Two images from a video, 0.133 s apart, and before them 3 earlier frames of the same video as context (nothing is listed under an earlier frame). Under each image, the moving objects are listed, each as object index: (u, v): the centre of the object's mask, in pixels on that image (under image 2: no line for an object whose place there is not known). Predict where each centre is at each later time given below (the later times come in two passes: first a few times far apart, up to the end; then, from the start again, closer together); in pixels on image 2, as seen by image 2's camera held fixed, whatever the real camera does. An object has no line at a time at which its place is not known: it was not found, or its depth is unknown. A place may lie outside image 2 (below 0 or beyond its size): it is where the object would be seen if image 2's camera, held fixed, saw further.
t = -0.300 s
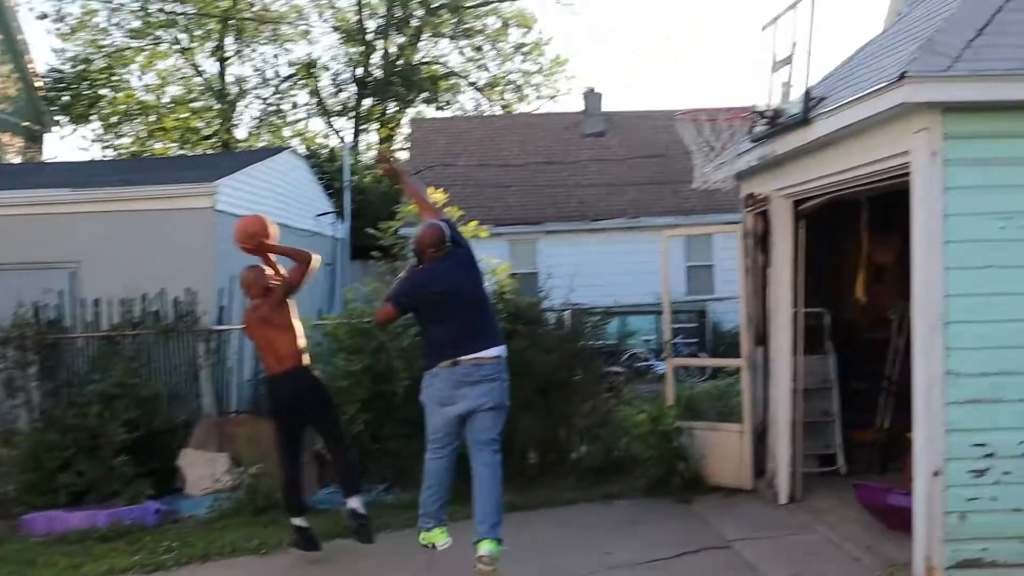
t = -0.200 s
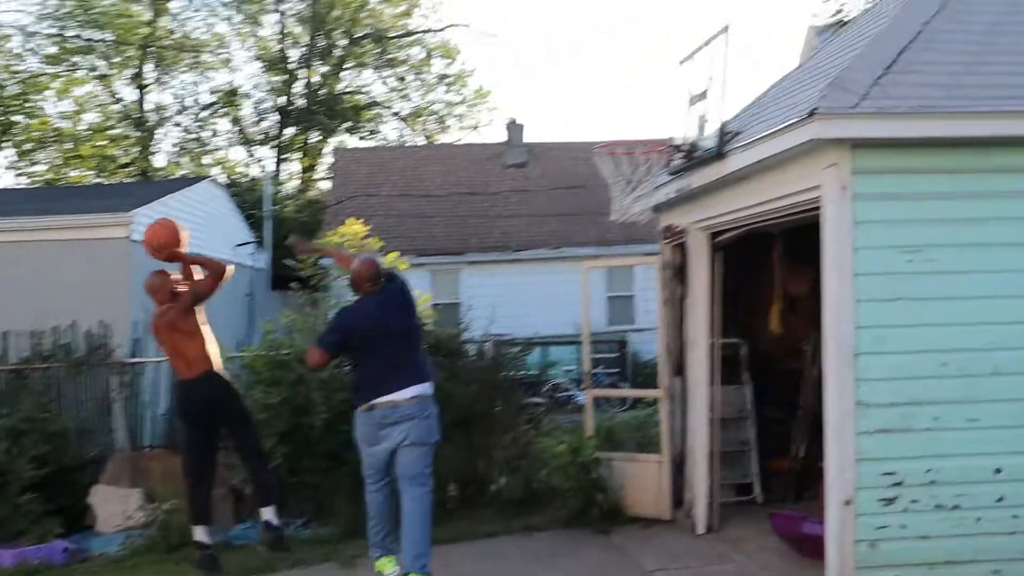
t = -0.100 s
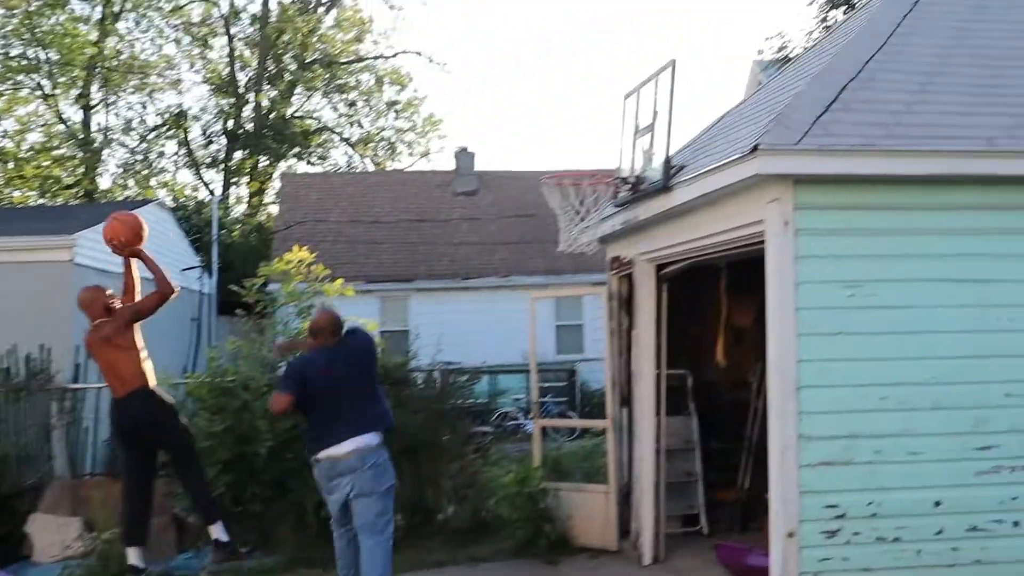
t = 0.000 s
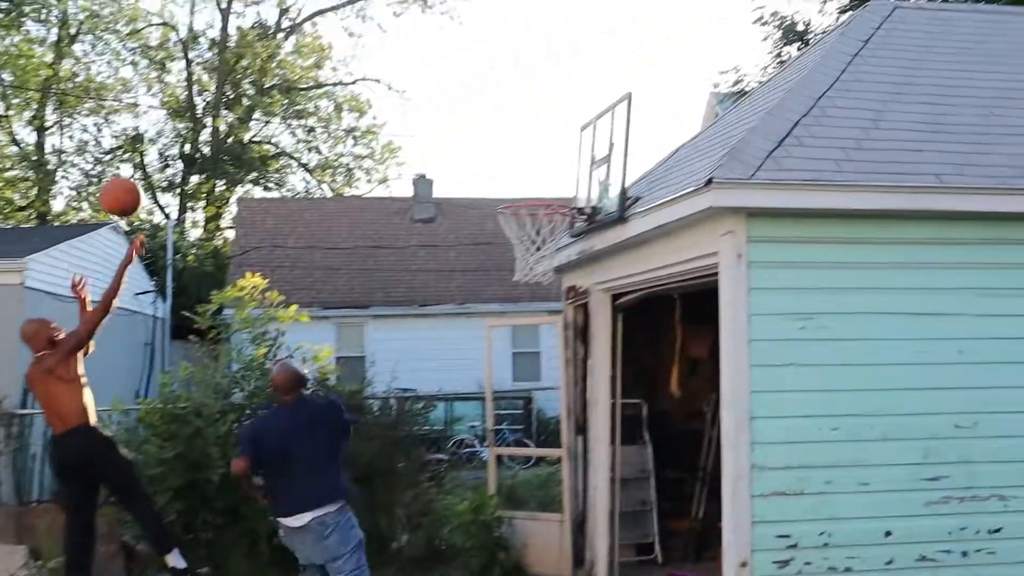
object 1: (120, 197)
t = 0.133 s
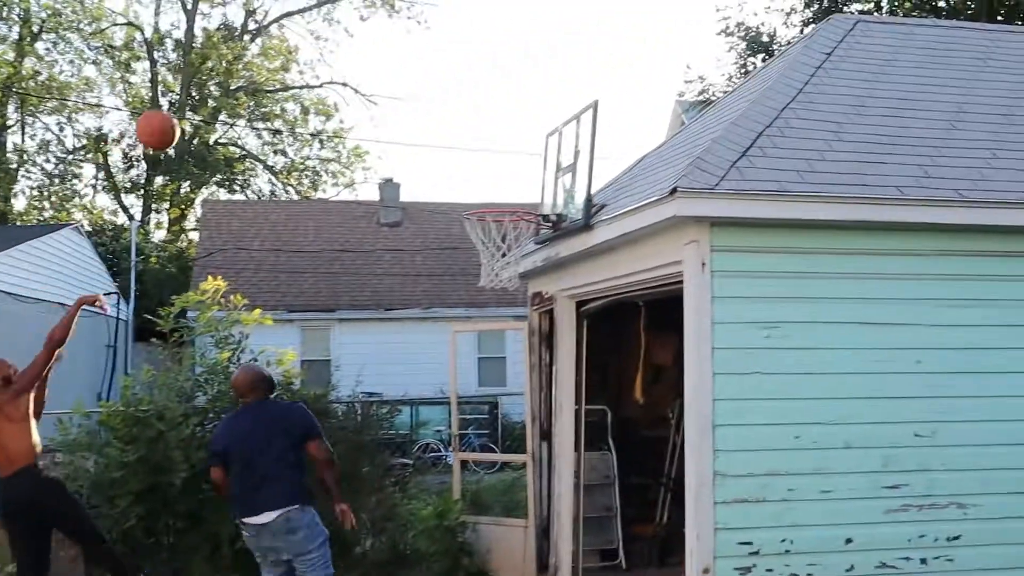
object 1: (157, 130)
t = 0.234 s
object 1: (209, 100)
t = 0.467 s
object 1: (325, 93)
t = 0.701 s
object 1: (434, 170)
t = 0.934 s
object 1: (403, 179)
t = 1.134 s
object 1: (337, 214)
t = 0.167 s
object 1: (175, 119)
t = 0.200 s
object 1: (191, 107)
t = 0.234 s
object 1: (209, 100)
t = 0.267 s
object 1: (228, 94)
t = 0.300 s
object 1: (242, 88)
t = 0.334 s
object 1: (259, 85)
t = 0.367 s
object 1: (275, 84)
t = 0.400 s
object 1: (293, 85)
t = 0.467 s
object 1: (325, 93)
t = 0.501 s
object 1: (342, 100)
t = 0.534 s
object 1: (357, 107)
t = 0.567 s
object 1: (372, 115)
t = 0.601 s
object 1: (388, 127)
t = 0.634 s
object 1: (403, 140)
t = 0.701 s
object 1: (434, 170)
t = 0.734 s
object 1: (449, 189)
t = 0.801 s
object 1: (445, 191)
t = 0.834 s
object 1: (436, 186)
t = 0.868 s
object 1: (425, 181)
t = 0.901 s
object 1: (414, 180)
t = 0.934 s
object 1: (403, 179)
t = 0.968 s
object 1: (393, 180)
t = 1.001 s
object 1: (382, 182)
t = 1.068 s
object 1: (360, 195)
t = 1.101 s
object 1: (348, 202)
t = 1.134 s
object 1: (337, 214)
